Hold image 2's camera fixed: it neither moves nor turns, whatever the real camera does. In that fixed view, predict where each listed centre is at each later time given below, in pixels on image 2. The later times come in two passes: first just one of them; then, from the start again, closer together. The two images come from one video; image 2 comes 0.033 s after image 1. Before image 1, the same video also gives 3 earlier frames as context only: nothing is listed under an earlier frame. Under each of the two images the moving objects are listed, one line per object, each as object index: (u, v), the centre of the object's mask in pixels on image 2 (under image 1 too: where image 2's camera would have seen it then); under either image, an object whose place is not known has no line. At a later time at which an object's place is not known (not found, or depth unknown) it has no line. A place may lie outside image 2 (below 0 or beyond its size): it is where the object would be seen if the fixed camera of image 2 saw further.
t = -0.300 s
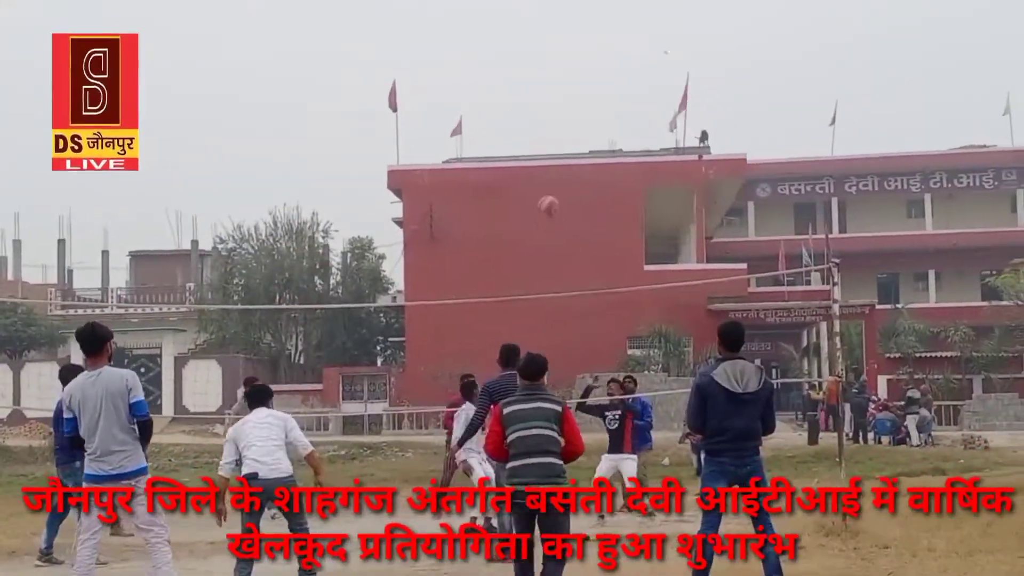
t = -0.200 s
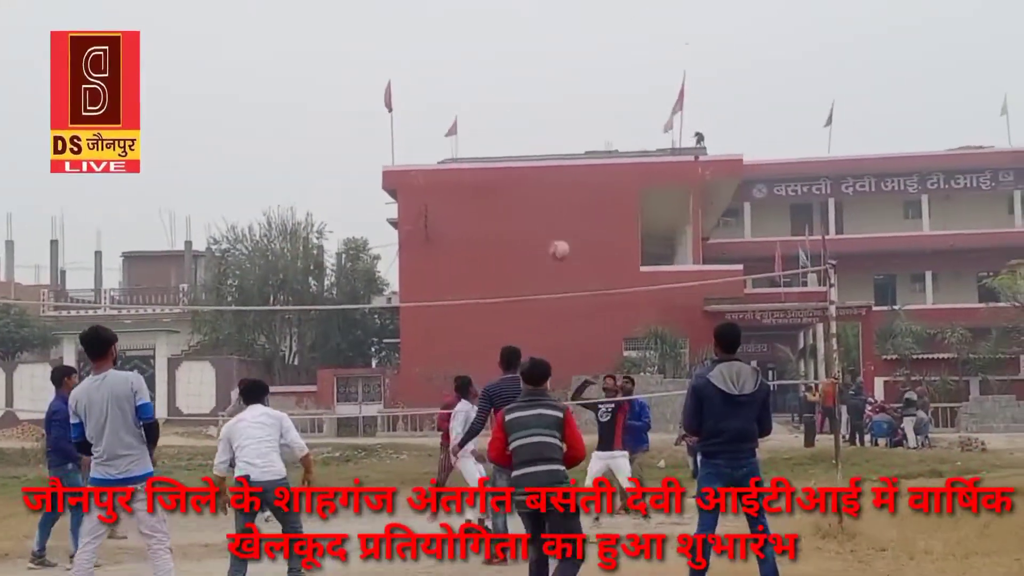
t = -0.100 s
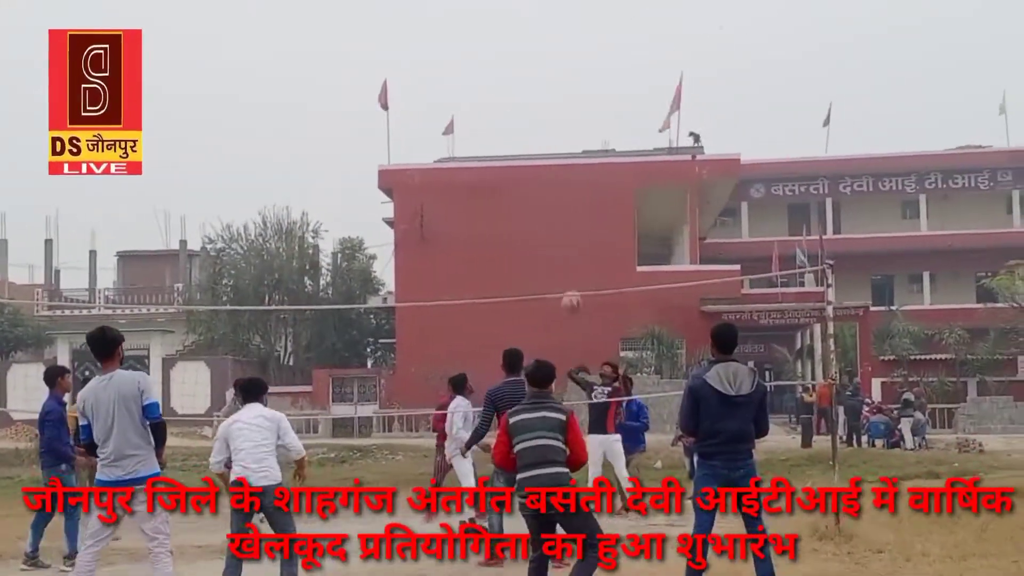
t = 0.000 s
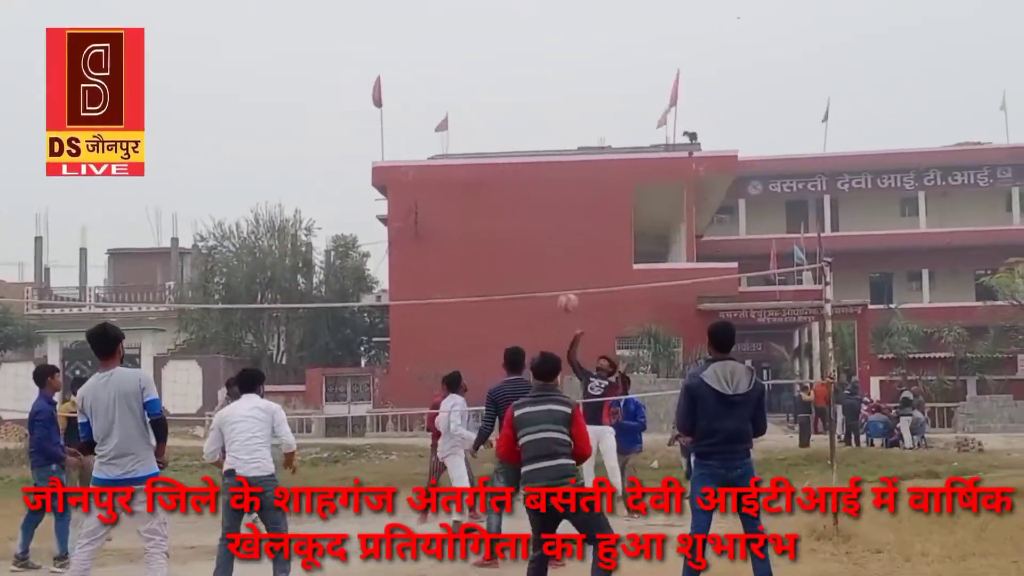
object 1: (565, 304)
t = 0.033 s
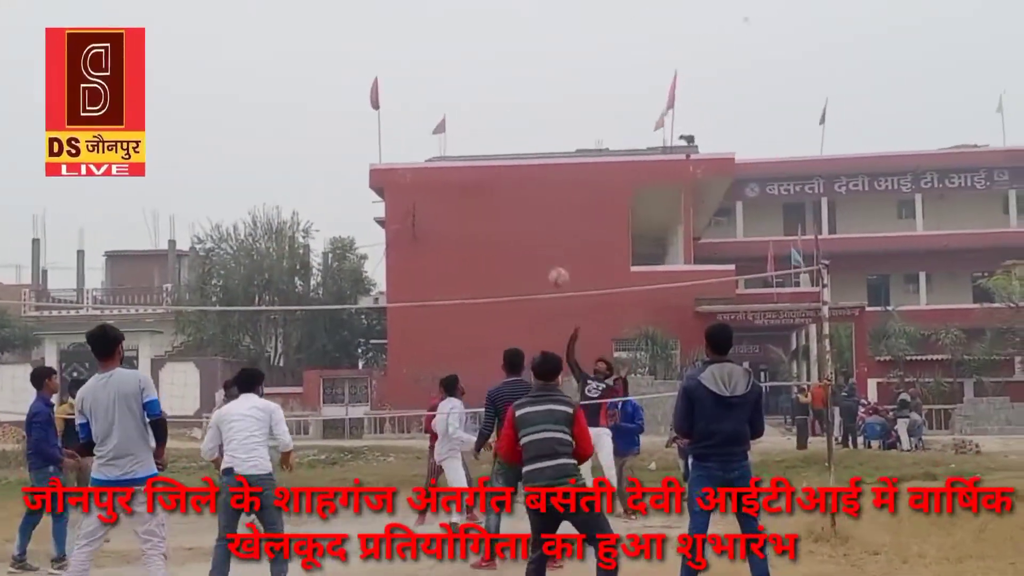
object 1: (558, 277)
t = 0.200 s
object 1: (525, 159)
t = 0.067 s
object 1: (552, 251)
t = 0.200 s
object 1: (525, 159)
